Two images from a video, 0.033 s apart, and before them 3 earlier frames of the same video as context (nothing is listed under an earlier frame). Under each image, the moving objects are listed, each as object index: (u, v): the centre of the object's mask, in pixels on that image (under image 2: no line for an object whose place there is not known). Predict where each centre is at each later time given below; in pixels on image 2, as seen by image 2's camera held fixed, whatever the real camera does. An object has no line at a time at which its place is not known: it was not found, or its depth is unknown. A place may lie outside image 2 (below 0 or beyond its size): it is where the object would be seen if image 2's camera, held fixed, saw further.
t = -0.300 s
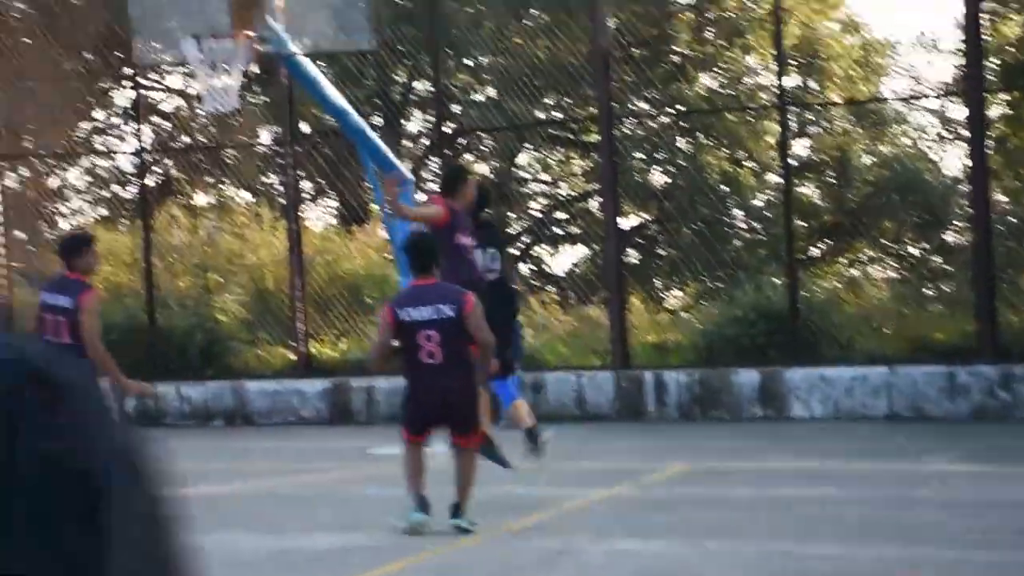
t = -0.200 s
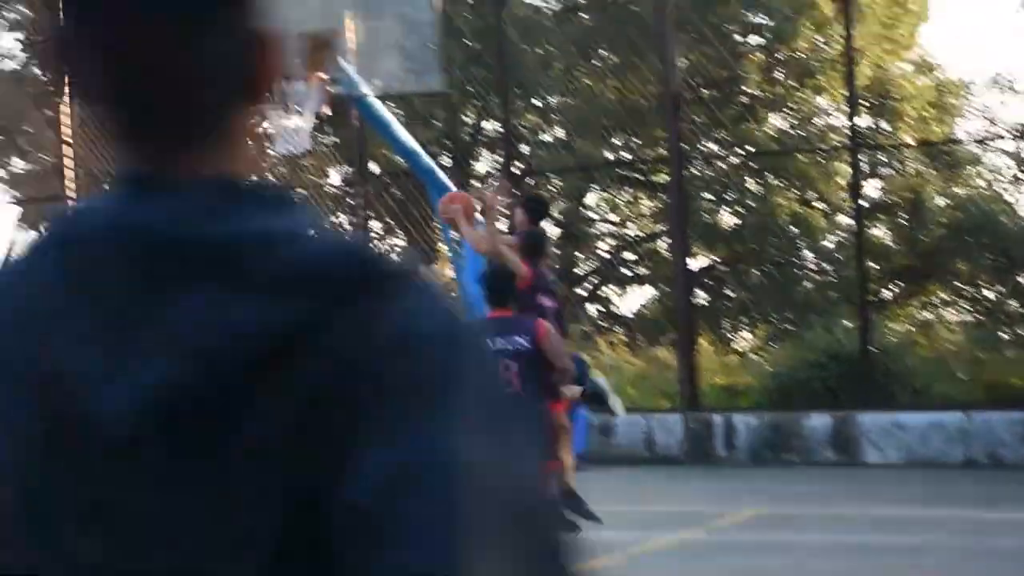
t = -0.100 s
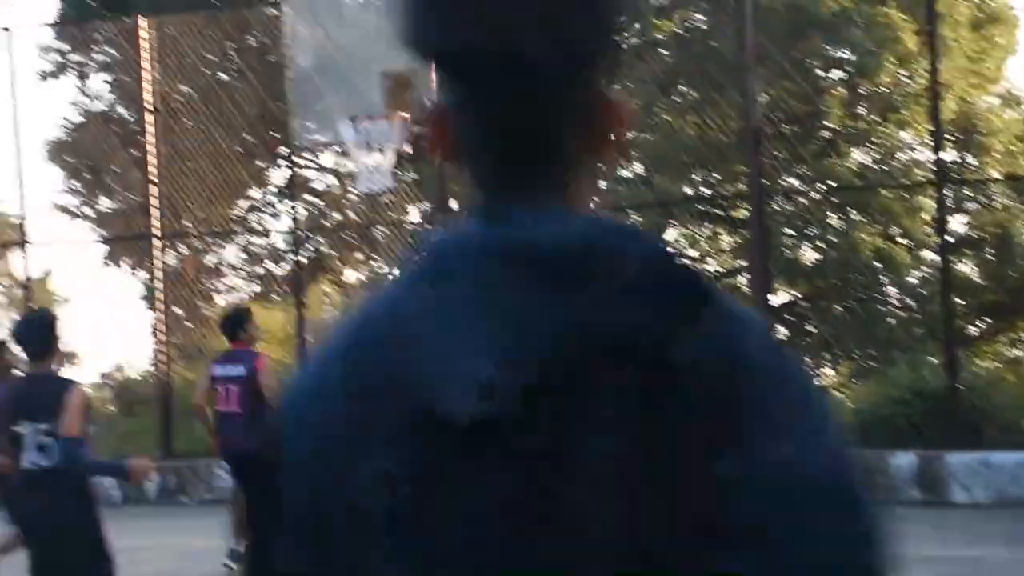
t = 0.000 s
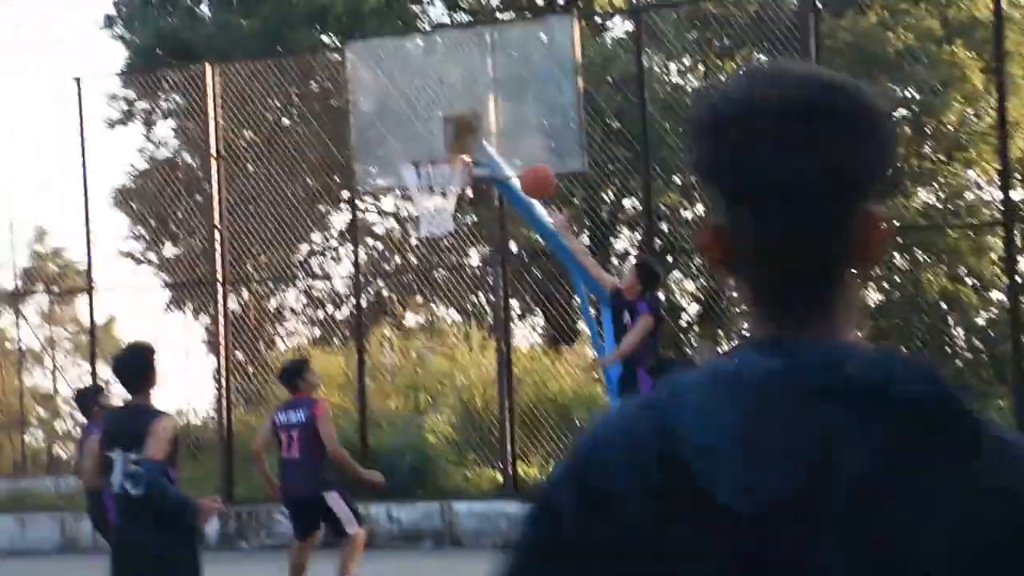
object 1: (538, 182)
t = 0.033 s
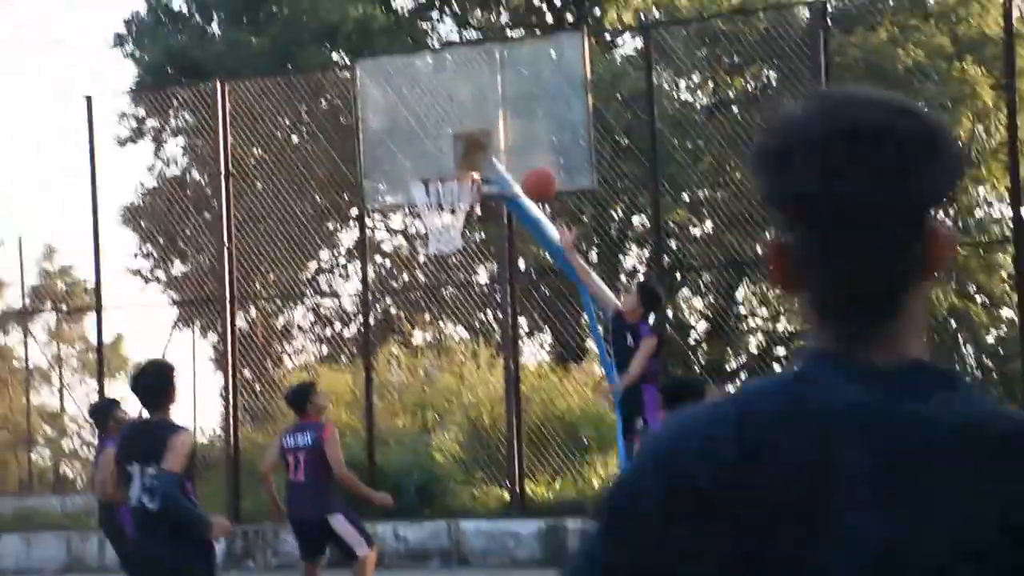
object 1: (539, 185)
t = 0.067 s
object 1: (532, 169)
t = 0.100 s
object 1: (525, 155)
